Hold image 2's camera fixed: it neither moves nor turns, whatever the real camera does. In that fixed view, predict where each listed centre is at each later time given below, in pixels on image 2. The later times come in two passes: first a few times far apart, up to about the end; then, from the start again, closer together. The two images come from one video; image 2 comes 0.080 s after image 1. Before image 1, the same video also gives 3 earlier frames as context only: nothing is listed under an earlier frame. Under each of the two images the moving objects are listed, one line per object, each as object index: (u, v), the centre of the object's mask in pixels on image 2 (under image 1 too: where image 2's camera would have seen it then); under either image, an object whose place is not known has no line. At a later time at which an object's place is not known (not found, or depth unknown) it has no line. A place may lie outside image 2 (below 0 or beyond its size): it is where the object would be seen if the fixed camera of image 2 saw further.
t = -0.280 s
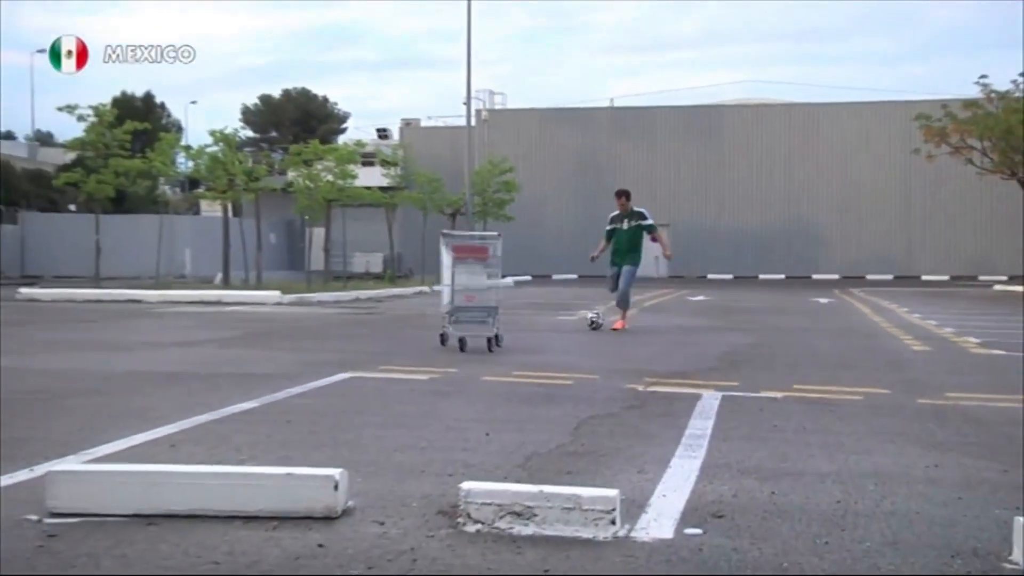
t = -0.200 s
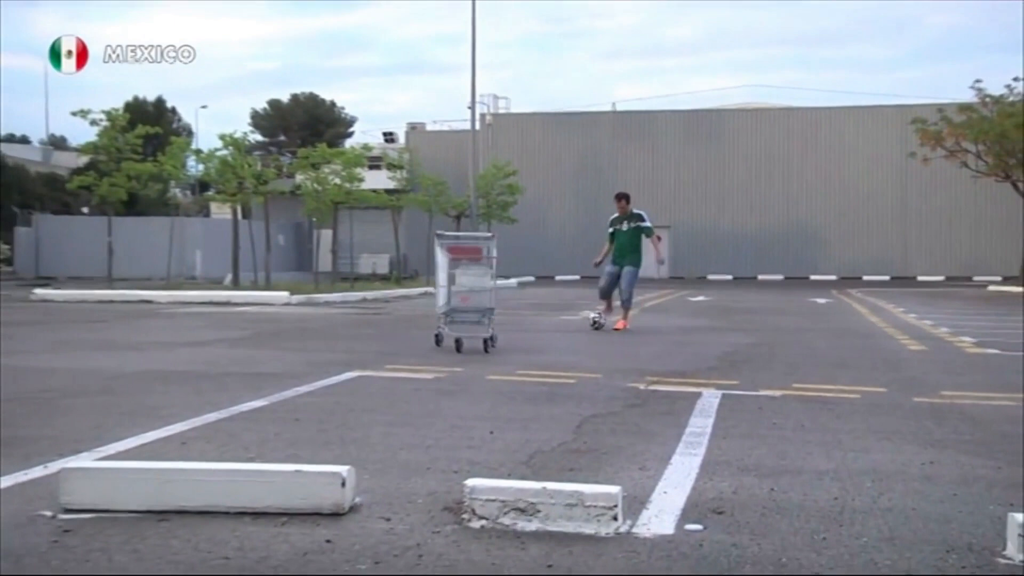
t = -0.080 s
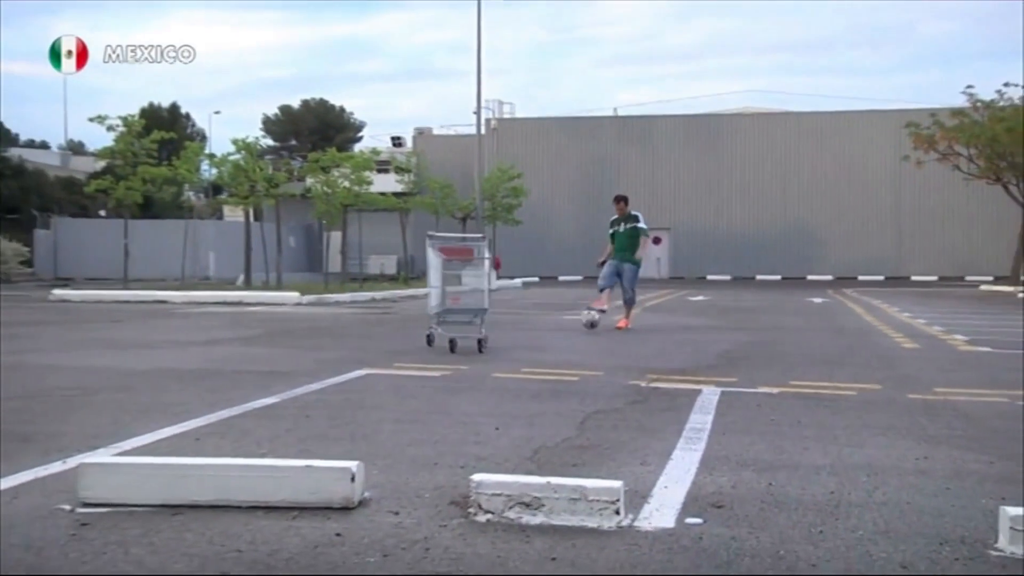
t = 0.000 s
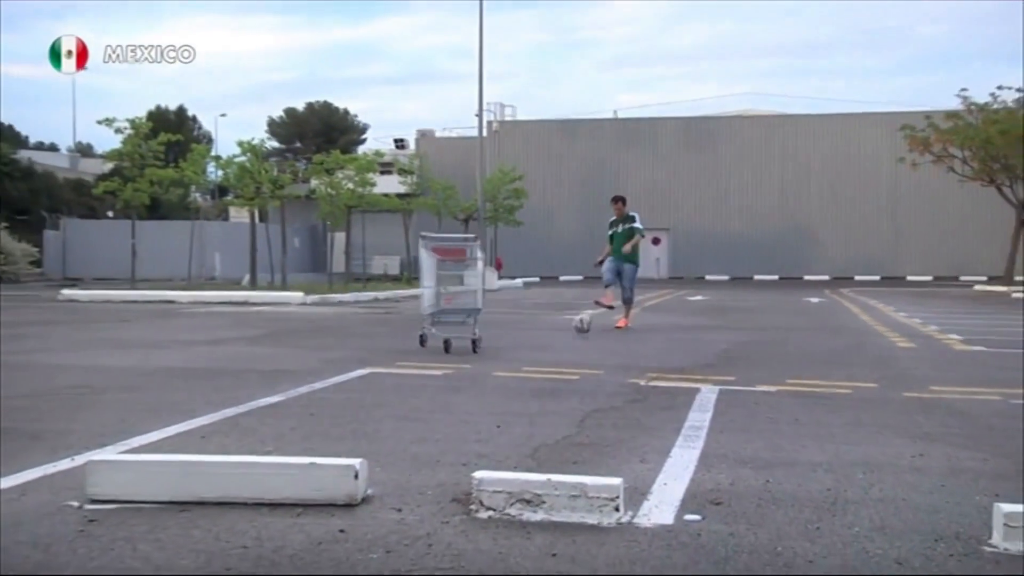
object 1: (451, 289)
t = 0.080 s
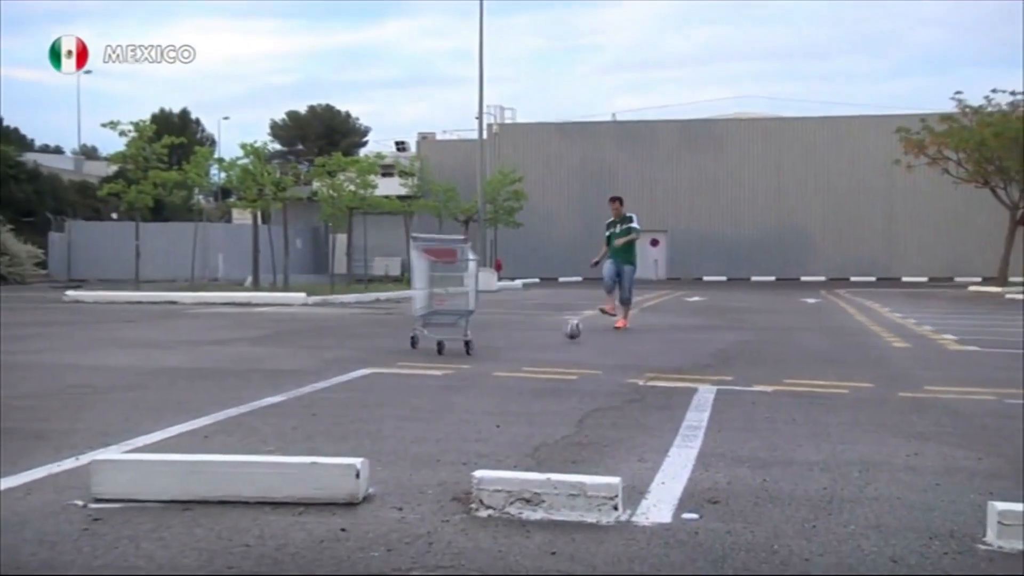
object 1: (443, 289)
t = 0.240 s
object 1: (425, 291)
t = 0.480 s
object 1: (401, 292)
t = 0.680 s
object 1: (385, 293)
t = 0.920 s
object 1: (367, 295)
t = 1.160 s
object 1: (351, 297)
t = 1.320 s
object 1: (340, 299)
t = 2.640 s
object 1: (313, 310)
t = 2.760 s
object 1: (318, 312)
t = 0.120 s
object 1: (439, 289)
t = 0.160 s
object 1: (434, 290)
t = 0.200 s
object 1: (430, 291)
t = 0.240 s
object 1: (425, 291)
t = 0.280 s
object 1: (421, 292)
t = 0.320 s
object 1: (417, 292)
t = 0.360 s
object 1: (413, 293)
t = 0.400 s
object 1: (409, 293)
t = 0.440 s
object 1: (405, 293)
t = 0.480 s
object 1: (401, 292)
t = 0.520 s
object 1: (398, 292)
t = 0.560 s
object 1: (395, 292)
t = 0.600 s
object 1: (392, 292)
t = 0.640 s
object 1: (388, 293)
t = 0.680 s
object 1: (385, 293)
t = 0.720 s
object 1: (382, 293)
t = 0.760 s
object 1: (378, 293)
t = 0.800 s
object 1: (375, 294)
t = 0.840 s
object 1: (371, 295)
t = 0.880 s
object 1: (369, 295)
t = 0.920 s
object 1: (367, 295)
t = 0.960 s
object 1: (363, 296)
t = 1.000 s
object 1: (361, 296)
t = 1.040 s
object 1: (358, 296)
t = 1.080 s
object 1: (356, 296)
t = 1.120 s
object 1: (353, 297)
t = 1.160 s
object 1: (351, 297)
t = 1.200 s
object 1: (349, 298)
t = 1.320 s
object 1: (340, 299)
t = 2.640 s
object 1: (313, 310)
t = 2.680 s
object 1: (315, 311)
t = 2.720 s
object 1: (315, 311)
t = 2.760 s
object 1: (318, 312)
